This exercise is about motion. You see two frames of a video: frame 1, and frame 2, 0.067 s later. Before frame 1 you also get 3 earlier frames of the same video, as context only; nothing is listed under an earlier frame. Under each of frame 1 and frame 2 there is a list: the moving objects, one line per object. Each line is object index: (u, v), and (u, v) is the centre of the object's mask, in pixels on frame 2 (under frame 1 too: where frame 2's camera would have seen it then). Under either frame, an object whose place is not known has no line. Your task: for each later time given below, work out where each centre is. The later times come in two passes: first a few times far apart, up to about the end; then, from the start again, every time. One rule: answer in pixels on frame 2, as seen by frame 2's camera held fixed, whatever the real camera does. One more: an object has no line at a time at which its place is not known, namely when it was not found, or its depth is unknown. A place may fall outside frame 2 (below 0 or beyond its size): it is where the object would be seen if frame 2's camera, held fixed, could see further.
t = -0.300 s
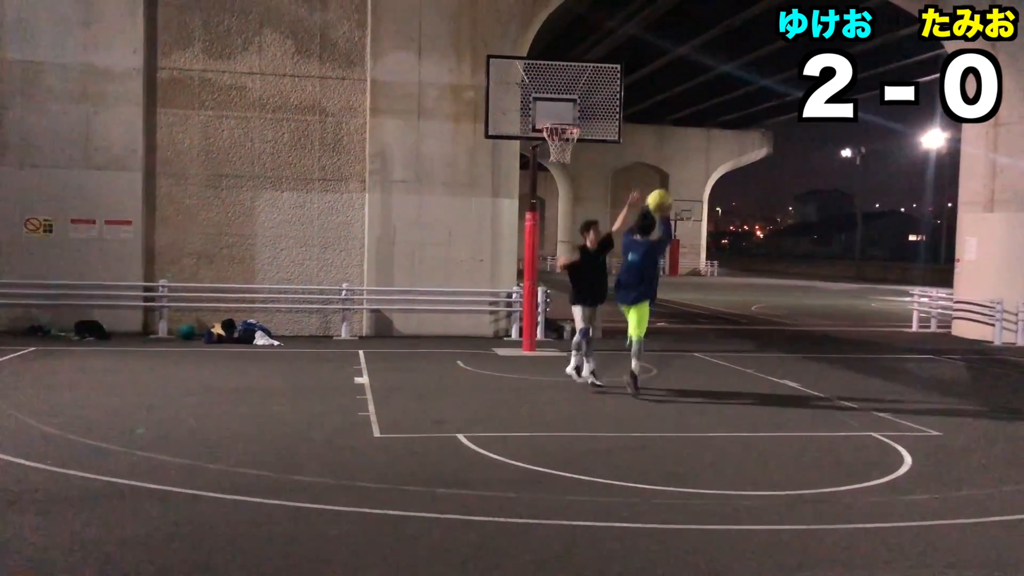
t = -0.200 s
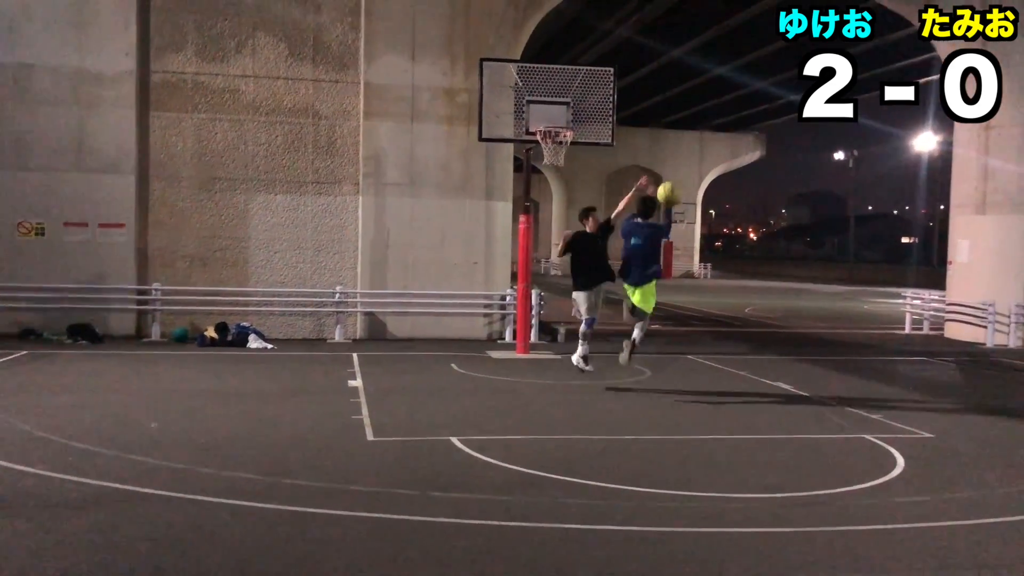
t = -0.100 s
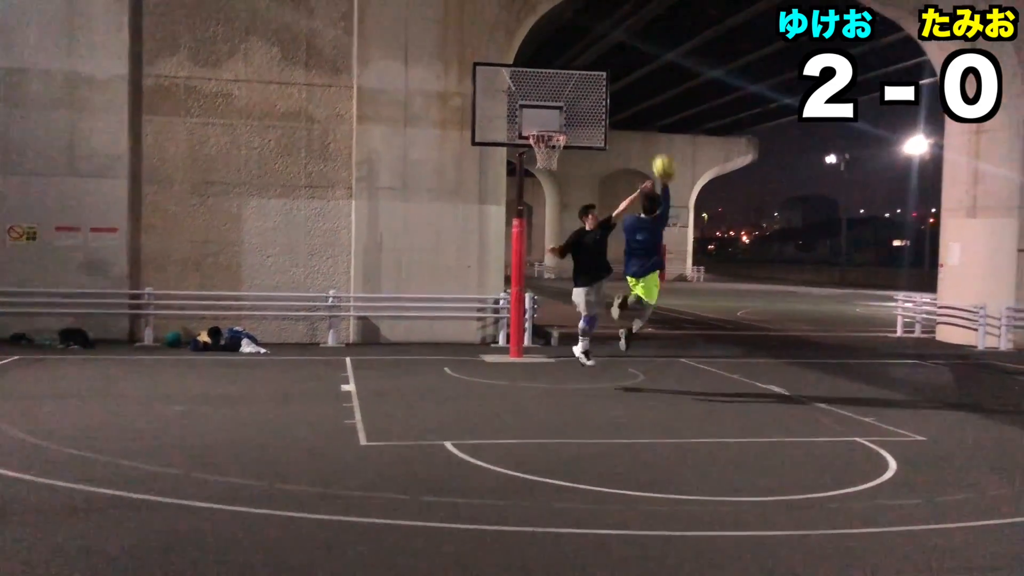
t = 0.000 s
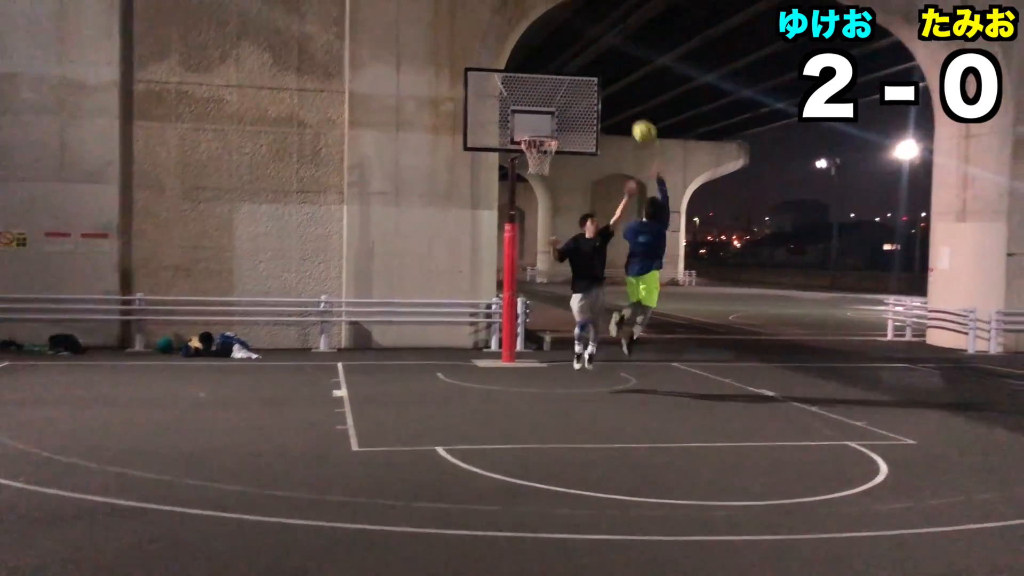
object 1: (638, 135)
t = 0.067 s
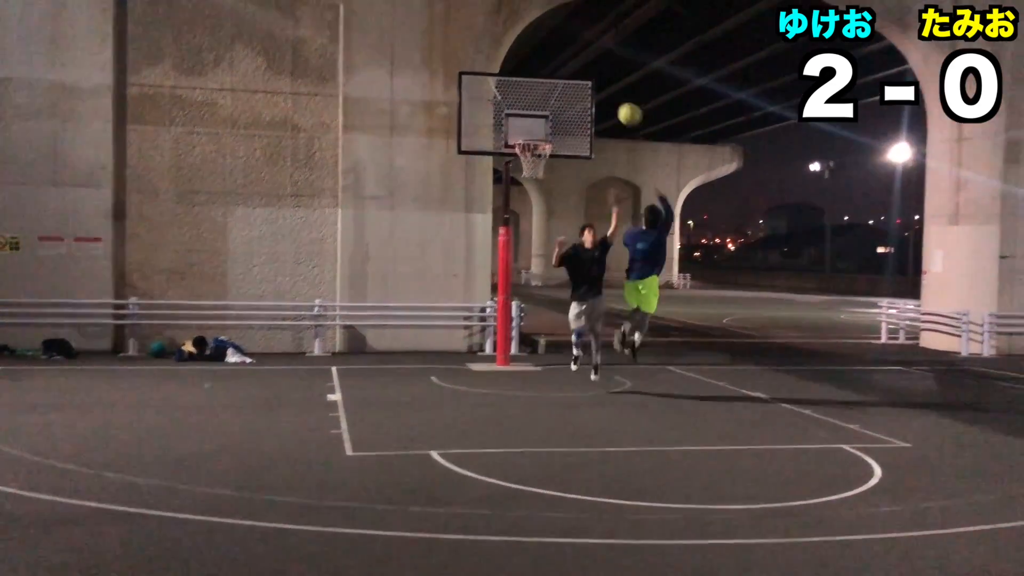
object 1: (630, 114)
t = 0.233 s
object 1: (609, 82)
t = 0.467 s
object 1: (583, 78)
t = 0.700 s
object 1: (558, 117)
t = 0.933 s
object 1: (562, 169)
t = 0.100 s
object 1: (626, 105)
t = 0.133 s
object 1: (621, 98)
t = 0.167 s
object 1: (617, 91)
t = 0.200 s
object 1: (613, 86)
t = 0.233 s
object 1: (609, 82)
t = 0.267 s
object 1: (605, 78)
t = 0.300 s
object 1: (602, 76)
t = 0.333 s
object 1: (598, 74)
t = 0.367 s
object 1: (594, 74)
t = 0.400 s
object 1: (590, 74)
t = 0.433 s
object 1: (587, 76)
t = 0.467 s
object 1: (583, 78)
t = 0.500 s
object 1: (580, 81)
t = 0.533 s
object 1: (576, 85)
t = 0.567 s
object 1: (572, 90)
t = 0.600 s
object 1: (569, 96)
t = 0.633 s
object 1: (566, 103)
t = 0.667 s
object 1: (562, 110)
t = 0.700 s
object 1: (558, 117)
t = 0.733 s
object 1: (554, 126)
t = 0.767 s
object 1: (552, 134)
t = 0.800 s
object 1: (551, 139)
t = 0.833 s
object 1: (555, 148)
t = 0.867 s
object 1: (555, 154)
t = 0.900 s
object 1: (559, 160)
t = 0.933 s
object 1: (562, 169)
